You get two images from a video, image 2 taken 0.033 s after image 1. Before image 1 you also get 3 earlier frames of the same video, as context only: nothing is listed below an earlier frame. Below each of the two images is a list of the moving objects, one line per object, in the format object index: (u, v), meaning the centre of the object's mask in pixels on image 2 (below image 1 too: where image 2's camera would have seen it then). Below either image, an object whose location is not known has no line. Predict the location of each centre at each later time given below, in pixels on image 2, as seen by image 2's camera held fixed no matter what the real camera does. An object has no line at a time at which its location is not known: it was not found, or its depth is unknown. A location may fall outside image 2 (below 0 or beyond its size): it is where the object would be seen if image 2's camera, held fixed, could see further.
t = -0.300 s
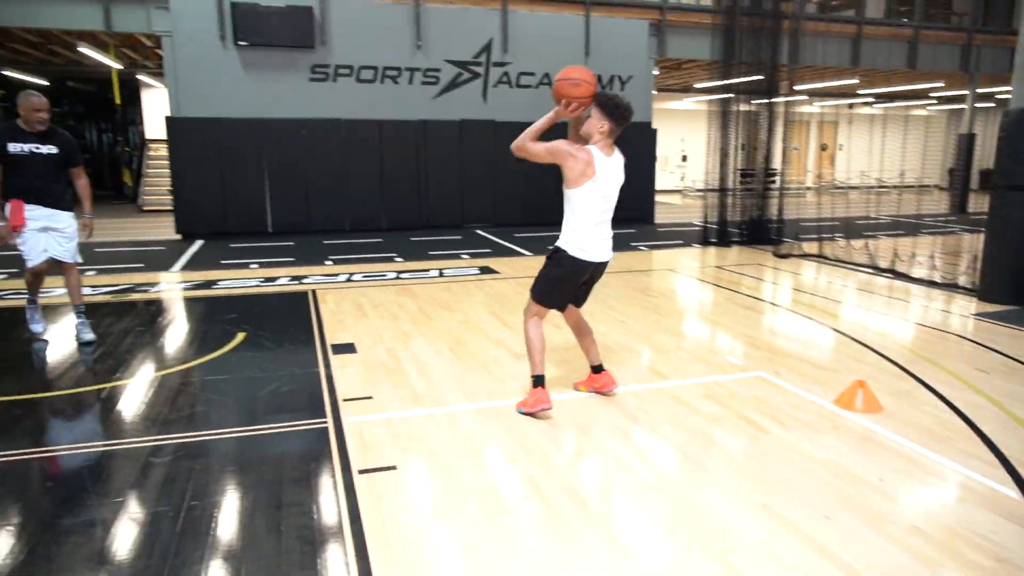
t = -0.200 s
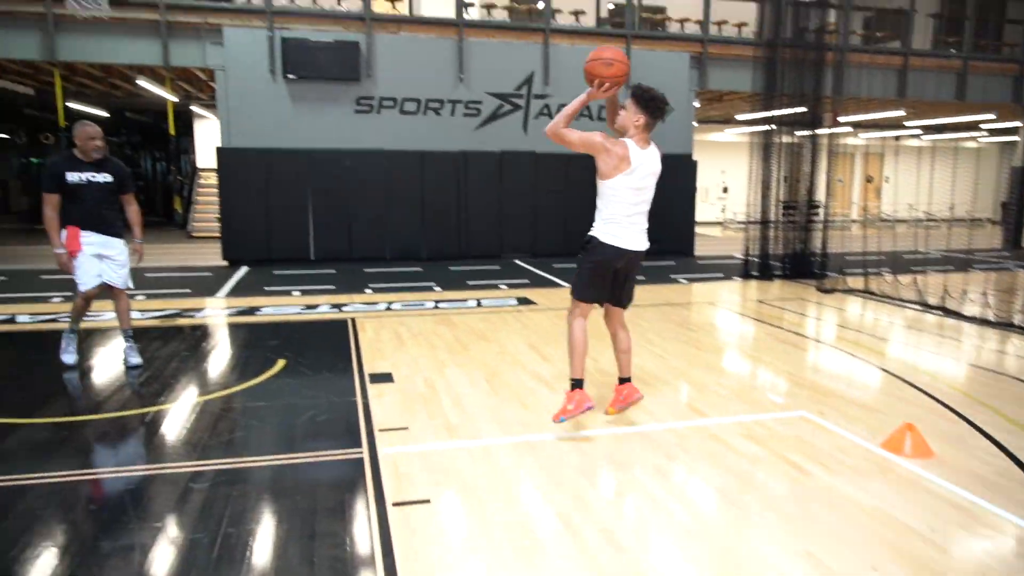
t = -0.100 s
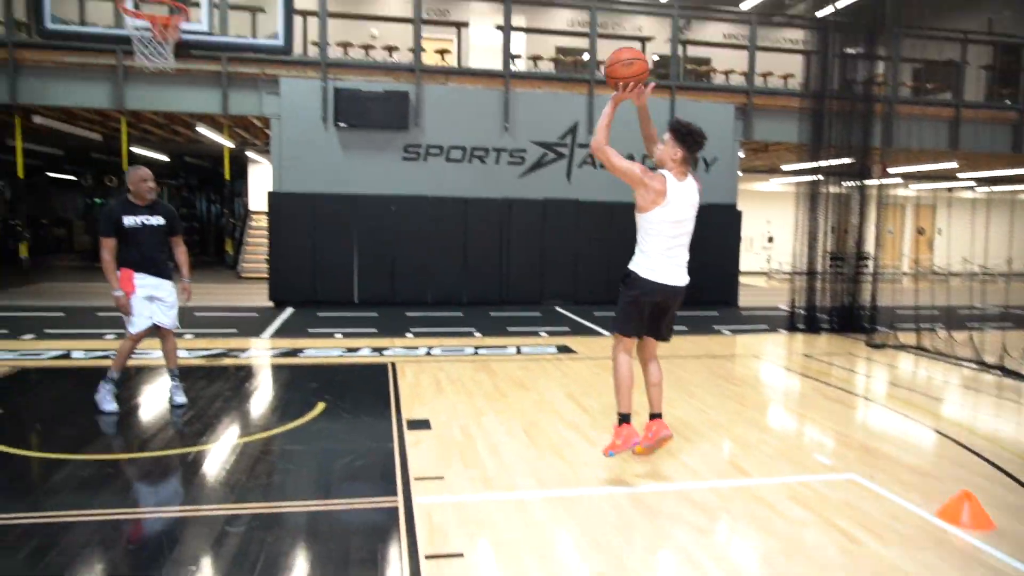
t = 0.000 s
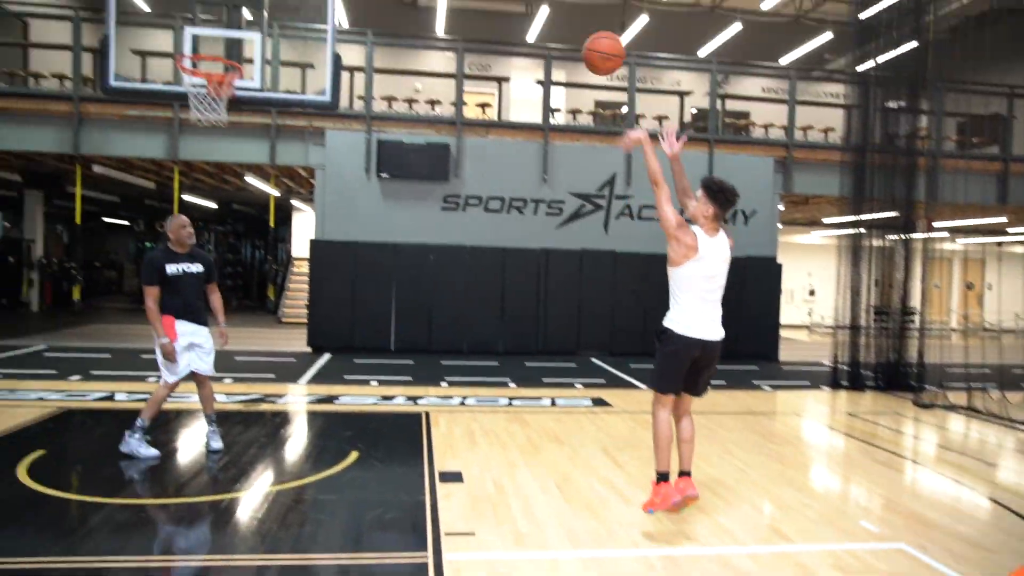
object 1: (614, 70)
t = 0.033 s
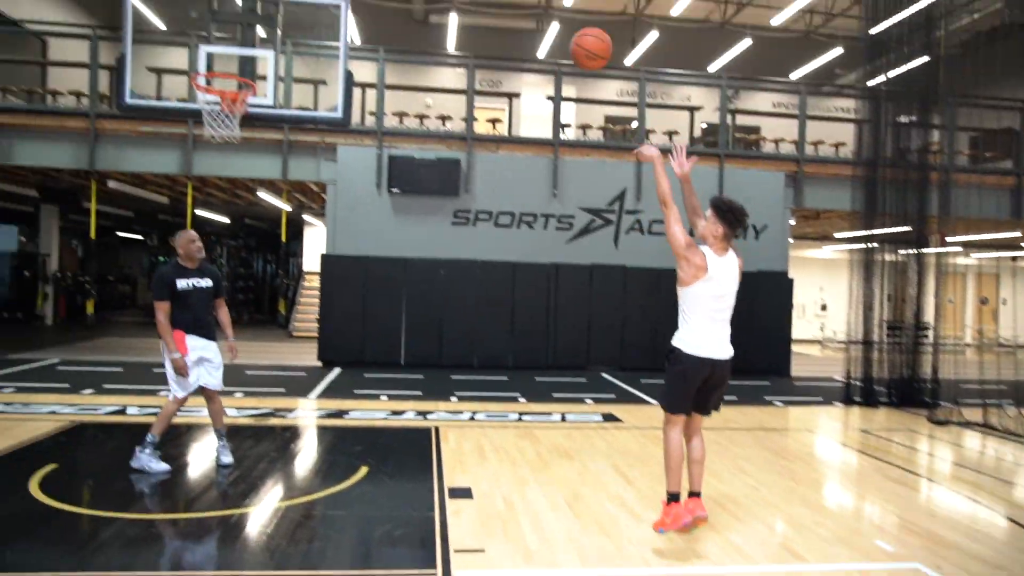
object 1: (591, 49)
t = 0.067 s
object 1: (569, 31)
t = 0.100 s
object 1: (547, 15)
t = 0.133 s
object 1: (526, 4)
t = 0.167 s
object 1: (507, -7)
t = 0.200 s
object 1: (488, -15)
